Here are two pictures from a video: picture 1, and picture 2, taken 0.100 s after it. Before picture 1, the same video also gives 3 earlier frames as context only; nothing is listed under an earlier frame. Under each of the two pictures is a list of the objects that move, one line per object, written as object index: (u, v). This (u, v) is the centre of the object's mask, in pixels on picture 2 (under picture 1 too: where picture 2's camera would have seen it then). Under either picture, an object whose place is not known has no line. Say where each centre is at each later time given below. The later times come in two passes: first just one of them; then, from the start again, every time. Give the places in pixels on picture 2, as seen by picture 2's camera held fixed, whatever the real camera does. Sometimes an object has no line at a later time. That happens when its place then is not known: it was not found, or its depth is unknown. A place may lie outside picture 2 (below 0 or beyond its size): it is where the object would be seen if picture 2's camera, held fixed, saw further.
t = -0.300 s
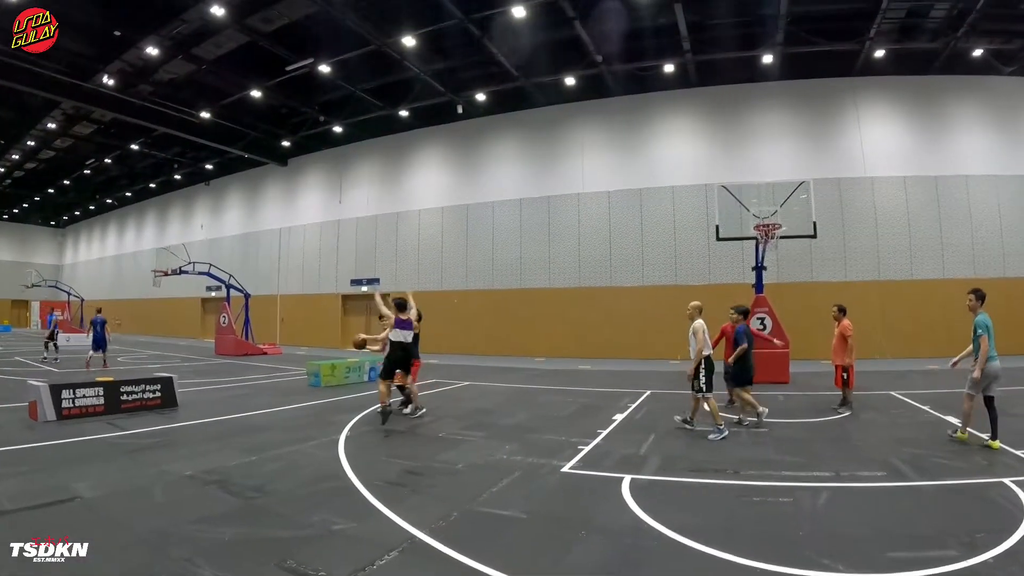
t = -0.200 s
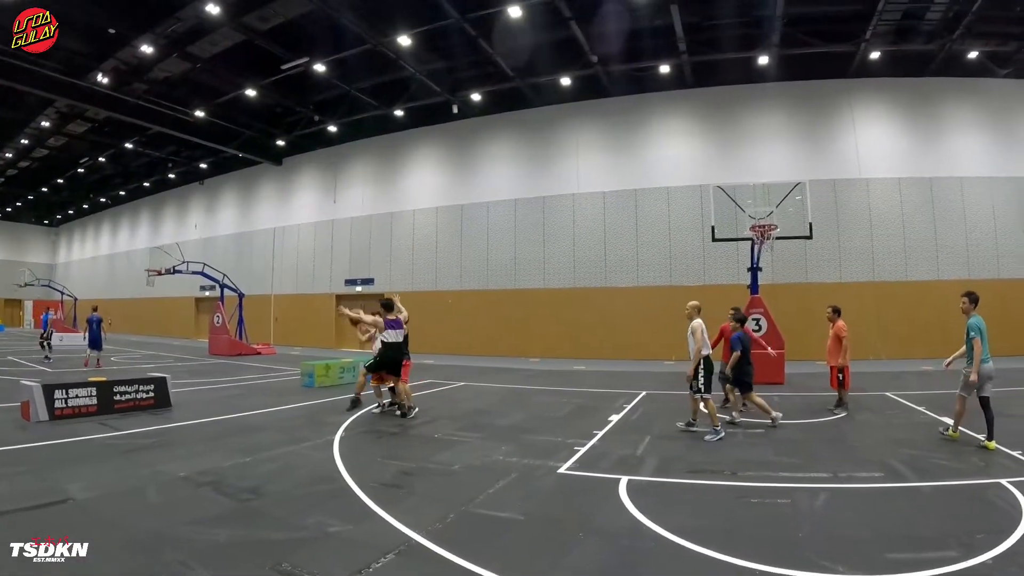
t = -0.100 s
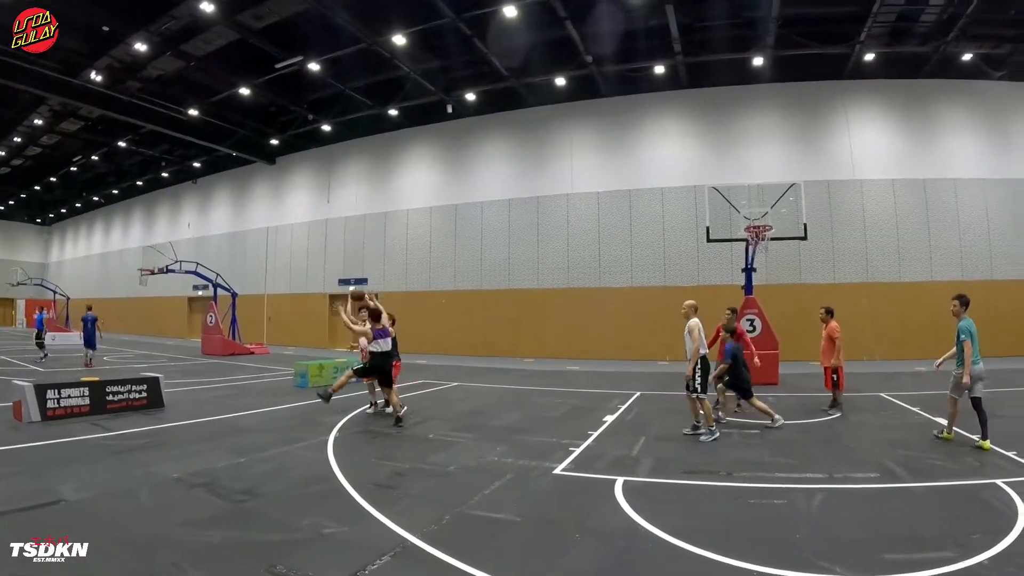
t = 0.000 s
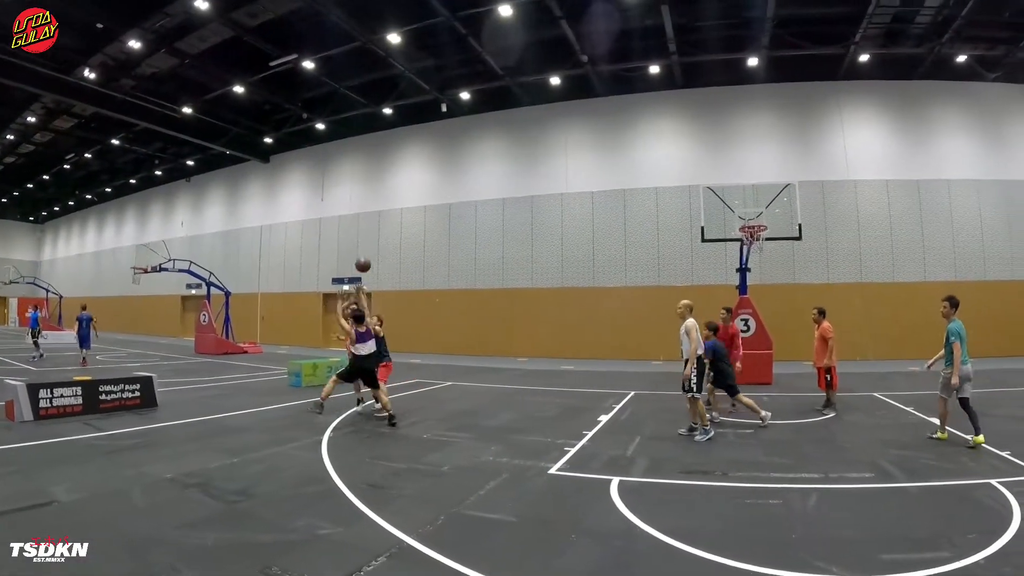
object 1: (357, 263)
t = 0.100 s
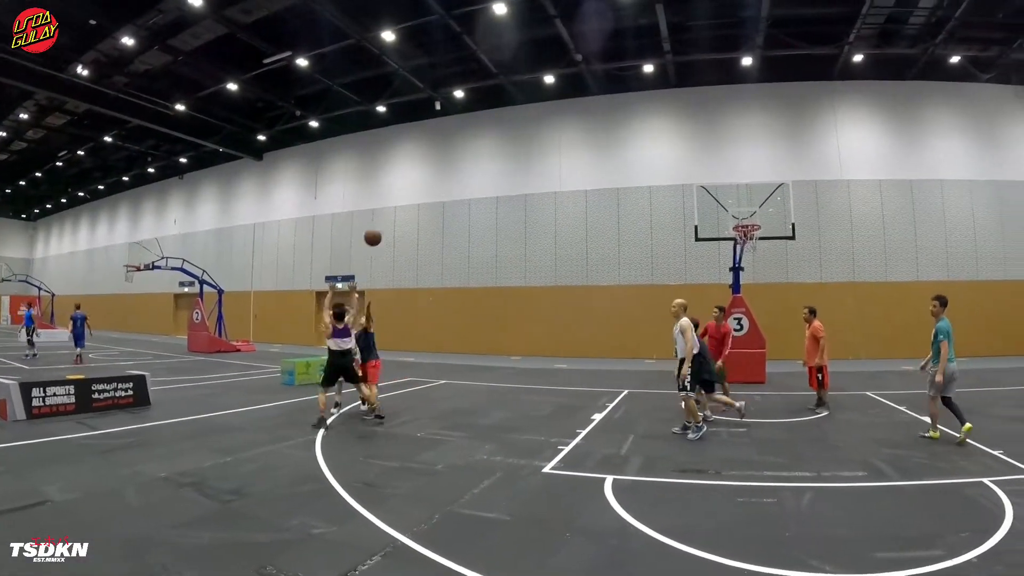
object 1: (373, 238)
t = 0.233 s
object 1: (398, 208)
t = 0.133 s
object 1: (378, 230)
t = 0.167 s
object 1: (384, 222)
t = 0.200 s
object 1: (391, 215)
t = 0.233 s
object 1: (398, 208)
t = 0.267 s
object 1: (406, 202)
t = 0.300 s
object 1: (414, 196)
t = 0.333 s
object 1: (422, 191)
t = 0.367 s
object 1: (431, 186)
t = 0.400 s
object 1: (441, 183)
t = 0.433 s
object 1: (452, 180)
